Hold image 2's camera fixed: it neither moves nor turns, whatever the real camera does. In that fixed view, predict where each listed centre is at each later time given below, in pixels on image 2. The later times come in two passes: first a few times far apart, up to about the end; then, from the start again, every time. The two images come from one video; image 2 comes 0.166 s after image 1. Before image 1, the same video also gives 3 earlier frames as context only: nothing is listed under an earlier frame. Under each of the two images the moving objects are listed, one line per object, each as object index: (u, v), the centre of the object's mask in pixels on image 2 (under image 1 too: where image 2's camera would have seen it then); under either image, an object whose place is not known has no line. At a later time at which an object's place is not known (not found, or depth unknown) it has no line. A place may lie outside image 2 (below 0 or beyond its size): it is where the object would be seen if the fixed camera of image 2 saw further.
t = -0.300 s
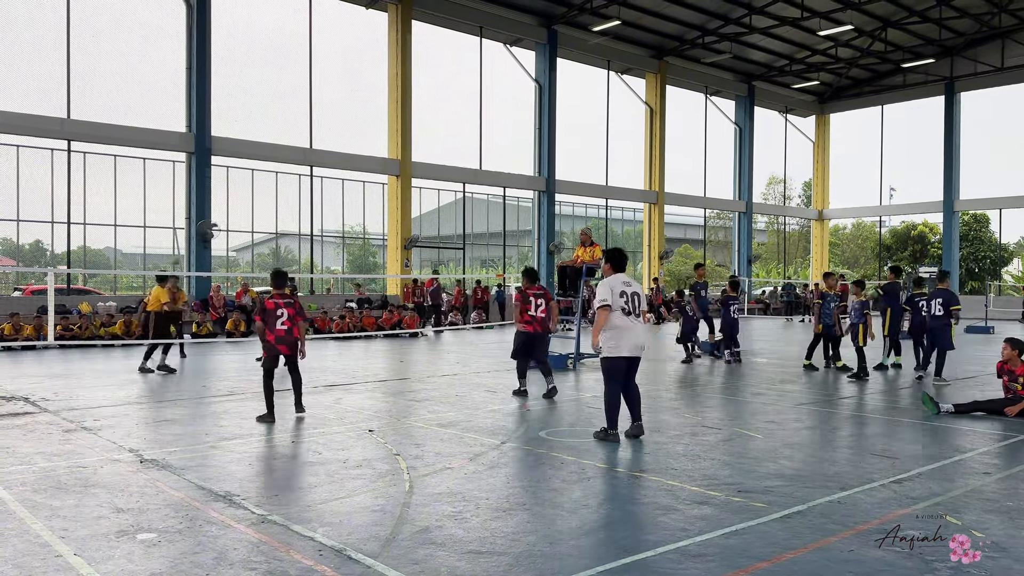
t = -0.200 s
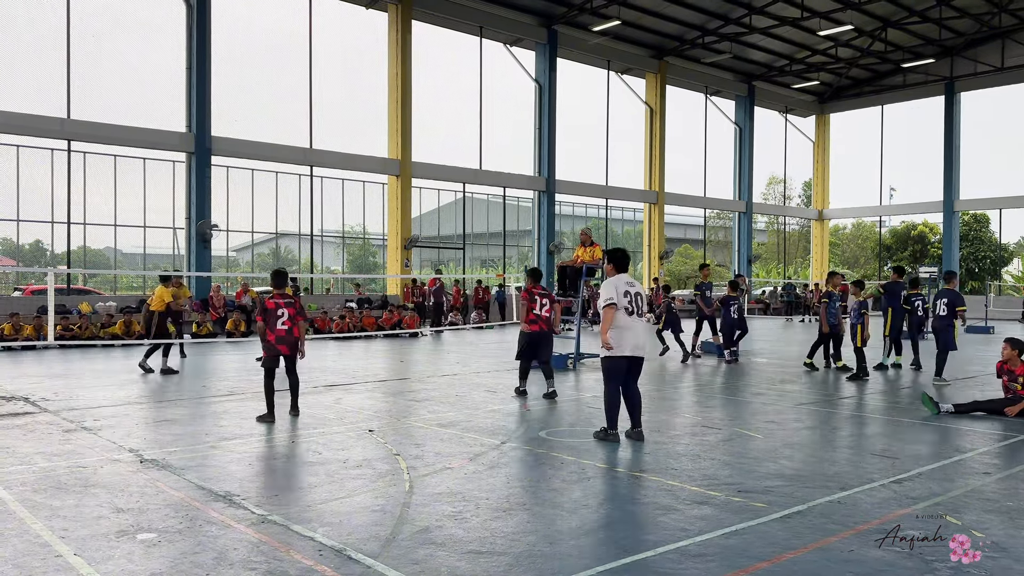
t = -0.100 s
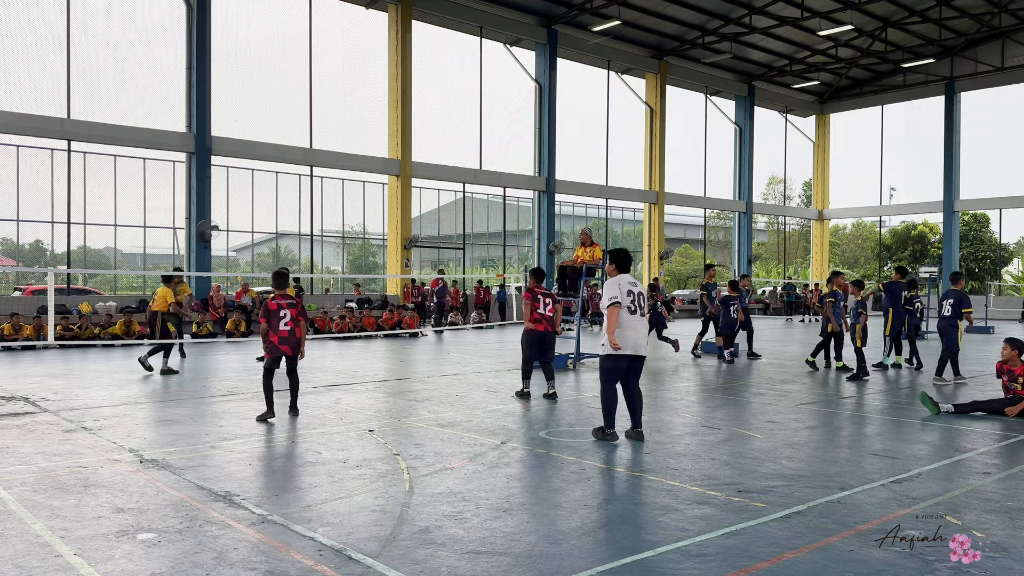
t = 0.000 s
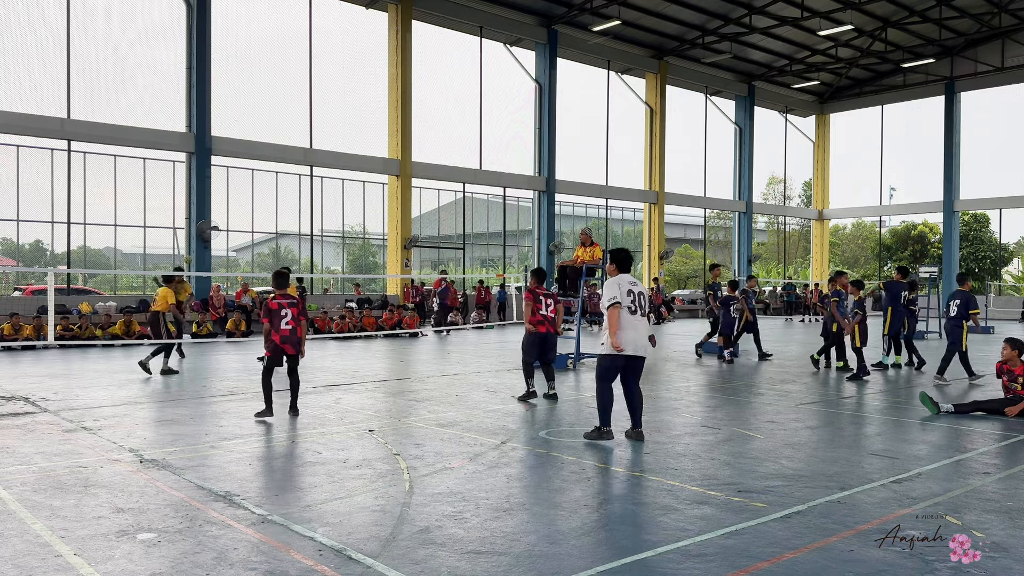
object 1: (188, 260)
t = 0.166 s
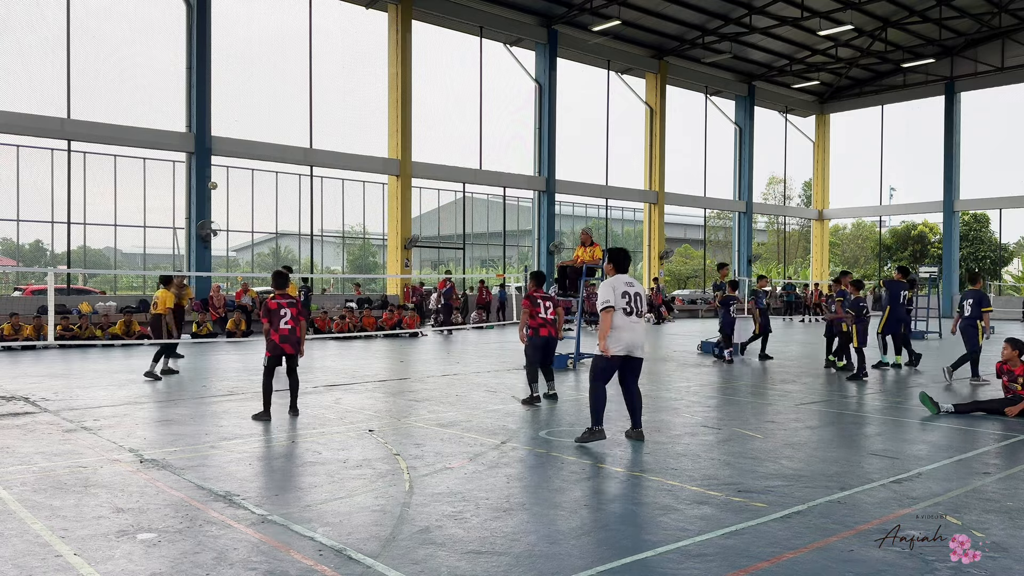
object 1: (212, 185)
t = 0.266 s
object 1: (228, 147)
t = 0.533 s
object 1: (278, 65)
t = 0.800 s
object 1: (337, 27)
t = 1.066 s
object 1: (410, 48)
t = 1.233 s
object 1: (465, 103)
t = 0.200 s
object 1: (218, 172)
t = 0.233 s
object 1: (224, 159)
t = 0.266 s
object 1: (228, 147)
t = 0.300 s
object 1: (235, 134)
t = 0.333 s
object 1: (240, 123)
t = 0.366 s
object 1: (246, 112)
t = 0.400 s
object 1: (252, 101)
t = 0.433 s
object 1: (258, 91)
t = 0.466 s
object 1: (265, 82)
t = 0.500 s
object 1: (271, 73)
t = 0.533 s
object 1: (278, 65)
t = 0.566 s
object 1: (284, 58)
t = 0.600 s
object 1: (291, 51)
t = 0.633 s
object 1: (298, 44)
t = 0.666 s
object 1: (305, 40)
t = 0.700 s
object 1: (313, 35)
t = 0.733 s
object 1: (321, 32)
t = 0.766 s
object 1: (329, 29)
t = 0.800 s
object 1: (337, 27)
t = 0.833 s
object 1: (345, 26)
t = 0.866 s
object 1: (353, 26)
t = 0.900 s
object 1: (362, 27)
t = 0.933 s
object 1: (371, 29)
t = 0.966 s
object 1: (381, 32)
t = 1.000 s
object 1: (390, 37)
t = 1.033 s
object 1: (400, 41)
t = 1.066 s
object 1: (410, 48)
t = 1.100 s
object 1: (421, 56)
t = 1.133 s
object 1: (431, 66)
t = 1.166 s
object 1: (442, 77)
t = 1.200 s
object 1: (454, 89)
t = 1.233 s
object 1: (465, 103)
